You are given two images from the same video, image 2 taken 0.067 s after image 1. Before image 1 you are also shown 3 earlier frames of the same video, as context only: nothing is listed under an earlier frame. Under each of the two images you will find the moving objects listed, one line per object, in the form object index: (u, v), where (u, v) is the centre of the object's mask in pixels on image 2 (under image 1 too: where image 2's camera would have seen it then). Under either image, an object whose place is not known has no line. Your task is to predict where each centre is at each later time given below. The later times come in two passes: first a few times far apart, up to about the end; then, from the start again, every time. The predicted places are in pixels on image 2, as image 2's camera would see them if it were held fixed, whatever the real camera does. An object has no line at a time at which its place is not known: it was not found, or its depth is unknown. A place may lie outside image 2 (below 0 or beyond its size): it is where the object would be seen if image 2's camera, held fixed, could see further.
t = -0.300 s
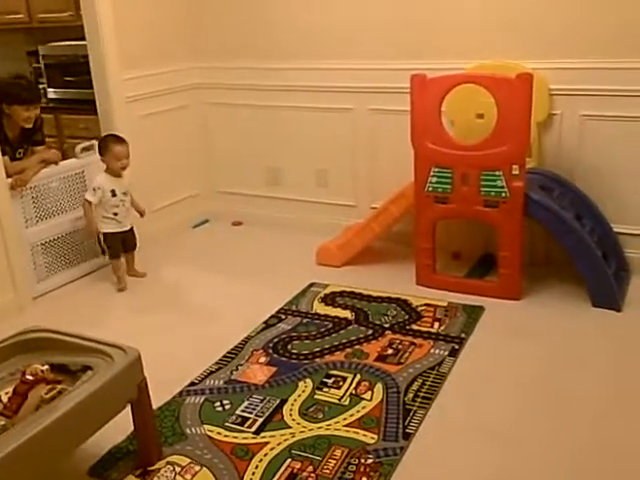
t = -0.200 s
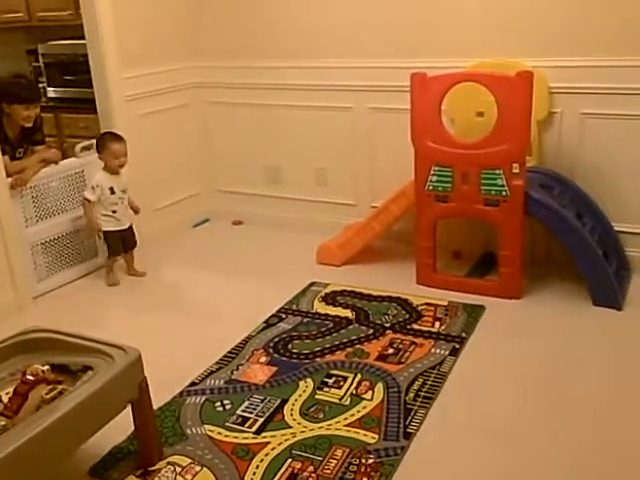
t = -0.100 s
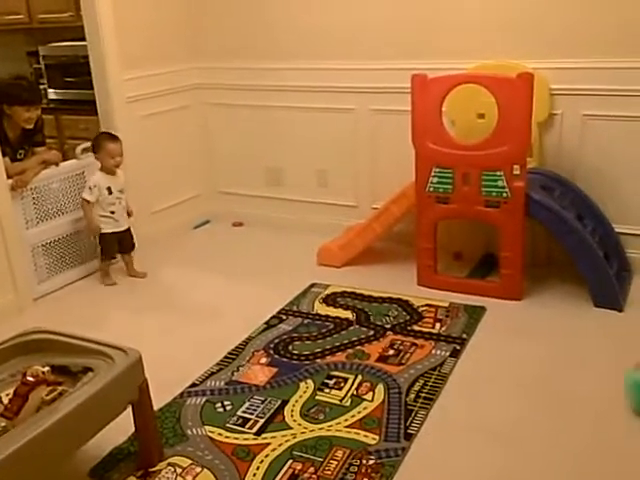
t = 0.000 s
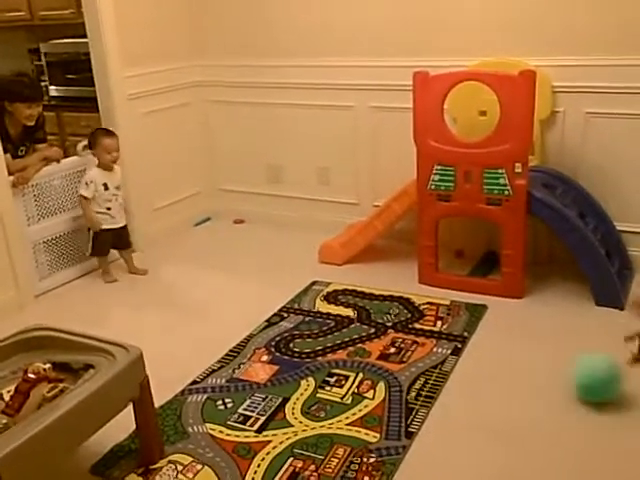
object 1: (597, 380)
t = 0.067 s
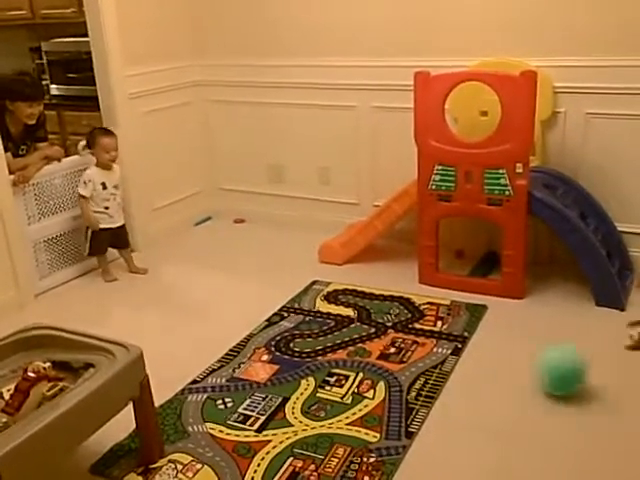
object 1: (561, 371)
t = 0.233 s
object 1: (480, 359)
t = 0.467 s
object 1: (380, 342)
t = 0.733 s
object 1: (283, 331)
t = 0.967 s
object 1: (206, 326)
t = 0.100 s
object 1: (544, 368)
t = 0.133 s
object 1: (527, 366)
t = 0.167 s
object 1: (510, 363)
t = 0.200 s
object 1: (494, 360)
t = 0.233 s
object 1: (480, 359)
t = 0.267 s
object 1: (463, 355)
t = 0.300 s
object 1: (450, 352)
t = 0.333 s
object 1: (436, 348)
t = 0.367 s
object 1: (420, 347)
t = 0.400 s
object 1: (406, 346)
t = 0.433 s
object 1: (392, 344)
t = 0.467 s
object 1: (380, 342)
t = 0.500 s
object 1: (367, 340)
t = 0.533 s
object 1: (355, 339)
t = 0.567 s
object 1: (342, 337)
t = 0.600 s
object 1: (329, 335)
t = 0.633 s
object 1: (318, 335)
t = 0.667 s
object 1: (306, 333)
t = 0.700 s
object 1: (295, 331)
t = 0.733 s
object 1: (283, 331)
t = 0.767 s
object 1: (271, 329)
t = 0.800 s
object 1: (260, 330)
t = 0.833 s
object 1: (249, 328)
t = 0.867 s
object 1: (238, 326)
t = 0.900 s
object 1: (227, 326)
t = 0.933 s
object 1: (217, 327)
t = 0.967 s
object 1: (206, 326)
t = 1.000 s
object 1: (195, 325)
